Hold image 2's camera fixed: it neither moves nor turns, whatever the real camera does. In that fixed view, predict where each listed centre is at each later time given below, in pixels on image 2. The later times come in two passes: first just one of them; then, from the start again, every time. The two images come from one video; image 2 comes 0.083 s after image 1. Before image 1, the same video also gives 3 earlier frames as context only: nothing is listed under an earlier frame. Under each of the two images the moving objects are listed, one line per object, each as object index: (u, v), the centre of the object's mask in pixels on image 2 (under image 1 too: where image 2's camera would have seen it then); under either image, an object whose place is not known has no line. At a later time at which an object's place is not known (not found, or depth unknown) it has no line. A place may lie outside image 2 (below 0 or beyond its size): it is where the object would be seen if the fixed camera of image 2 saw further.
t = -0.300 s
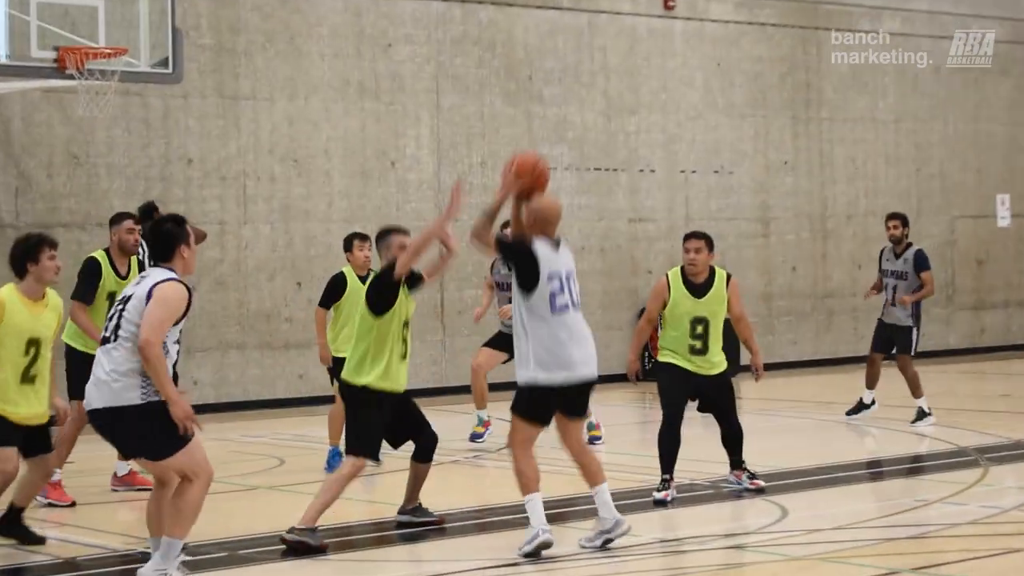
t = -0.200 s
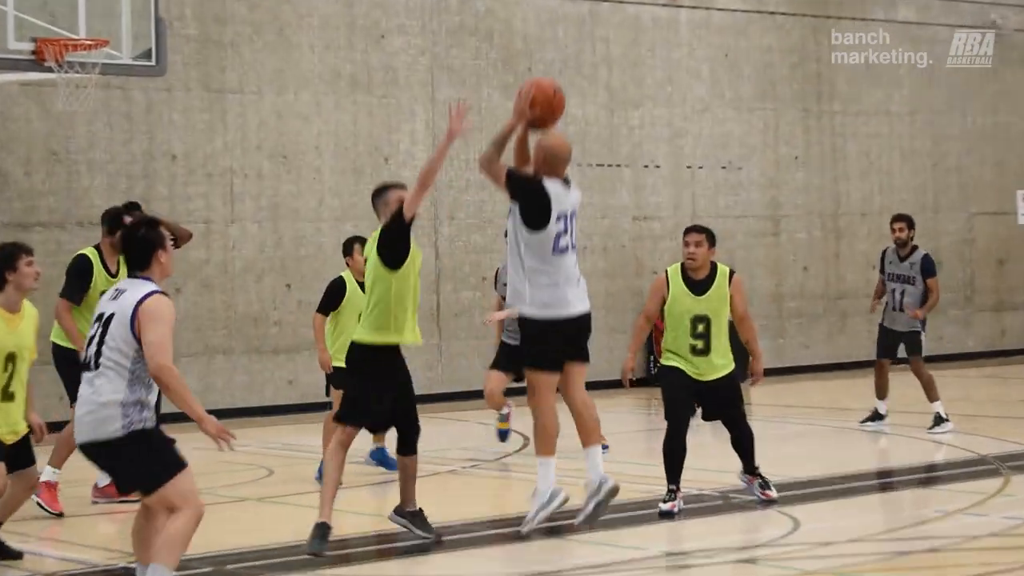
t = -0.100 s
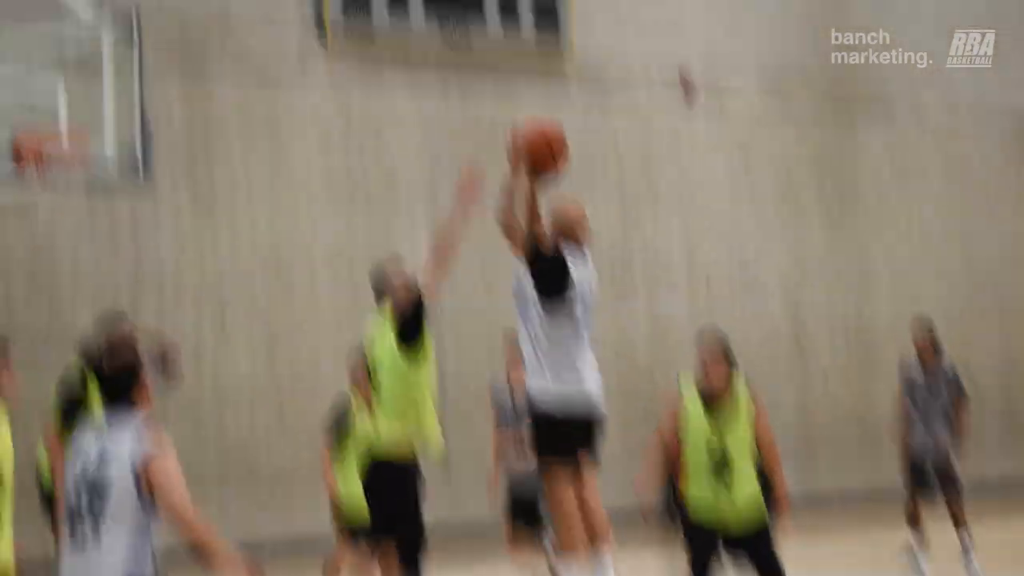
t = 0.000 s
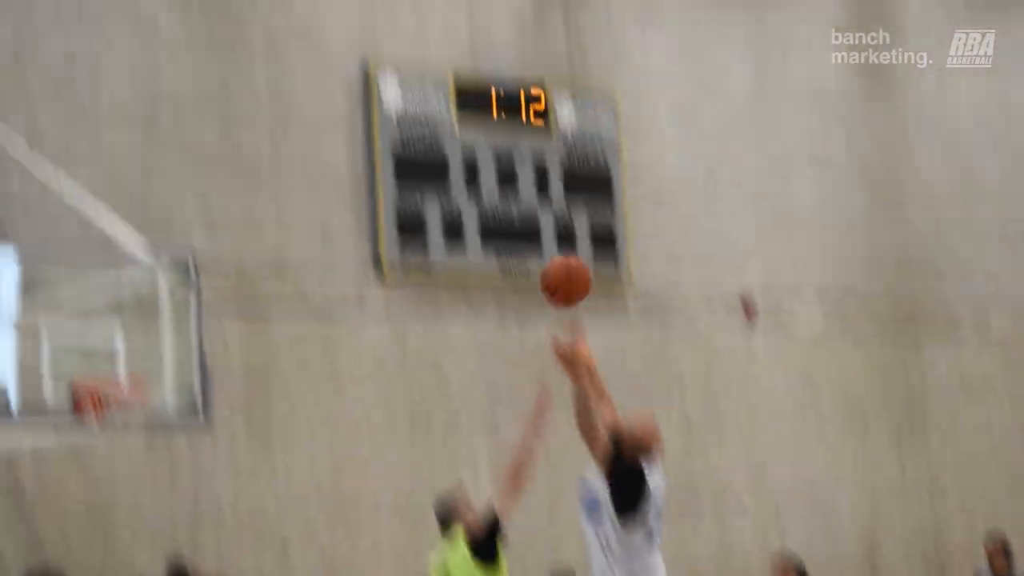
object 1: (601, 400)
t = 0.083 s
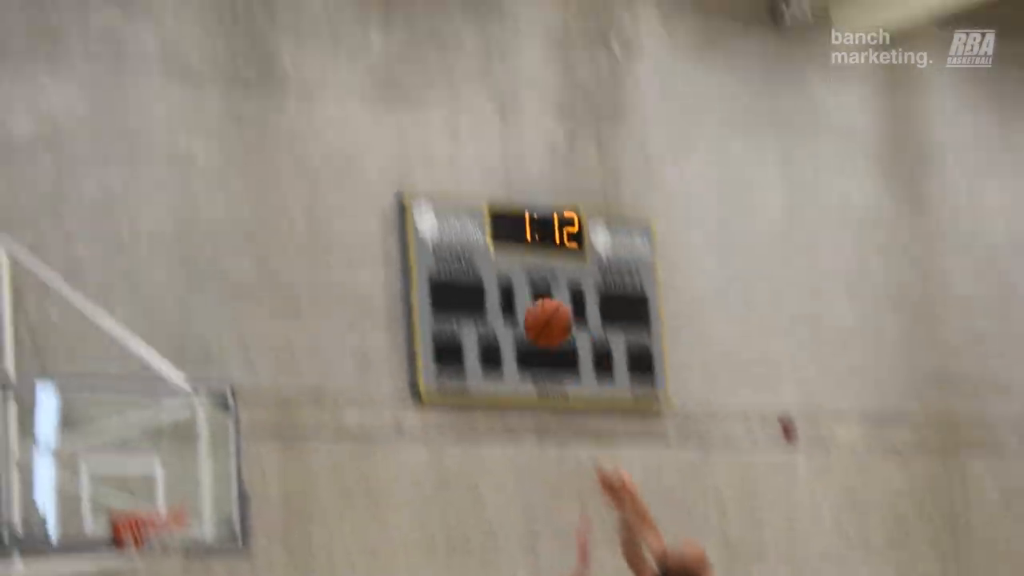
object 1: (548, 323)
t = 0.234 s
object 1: (462, 229)
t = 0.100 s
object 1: (538, 309)
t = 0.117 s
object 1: (528, 297)
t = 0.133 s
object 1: (518, 285)
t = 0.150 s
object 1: (508, 274)
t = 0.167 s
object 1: (499, 263)
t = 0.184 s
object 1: (490, 254)
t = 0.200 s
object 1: (480, 245)
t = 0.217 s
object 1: (471, 237)
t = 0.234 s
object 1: (462, 229)
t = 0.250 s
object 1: (453, 222)
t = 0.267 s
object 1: (445, 214)
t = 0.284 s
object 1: (436, 208)
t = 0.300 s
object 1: (428, 203)
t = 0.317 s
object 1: (419, 197)
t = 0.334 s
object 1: (411, 193)
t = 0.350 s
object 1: (403, 189)
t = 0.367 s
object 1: (396, 186)
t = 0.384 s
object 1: (388, 183)
